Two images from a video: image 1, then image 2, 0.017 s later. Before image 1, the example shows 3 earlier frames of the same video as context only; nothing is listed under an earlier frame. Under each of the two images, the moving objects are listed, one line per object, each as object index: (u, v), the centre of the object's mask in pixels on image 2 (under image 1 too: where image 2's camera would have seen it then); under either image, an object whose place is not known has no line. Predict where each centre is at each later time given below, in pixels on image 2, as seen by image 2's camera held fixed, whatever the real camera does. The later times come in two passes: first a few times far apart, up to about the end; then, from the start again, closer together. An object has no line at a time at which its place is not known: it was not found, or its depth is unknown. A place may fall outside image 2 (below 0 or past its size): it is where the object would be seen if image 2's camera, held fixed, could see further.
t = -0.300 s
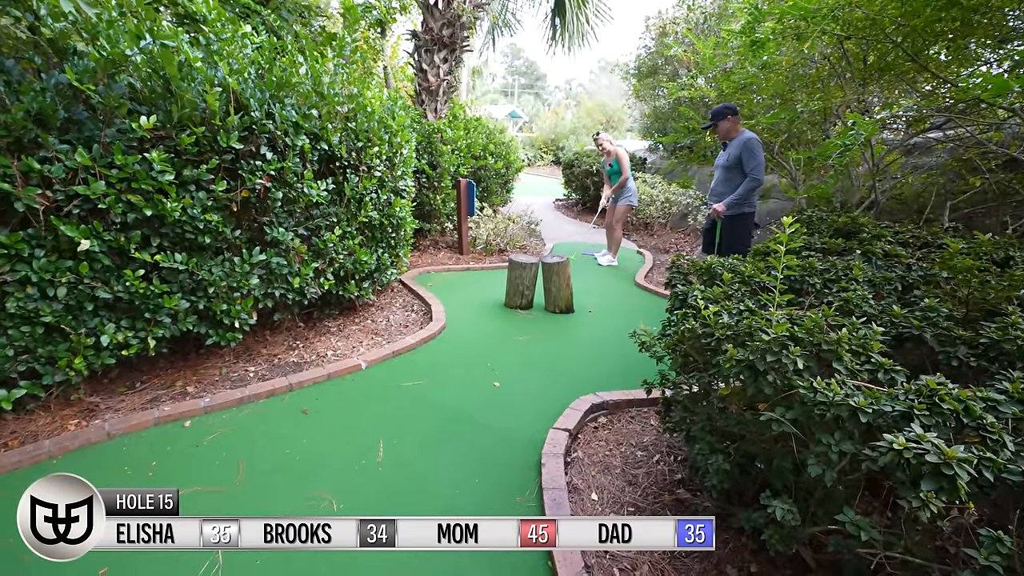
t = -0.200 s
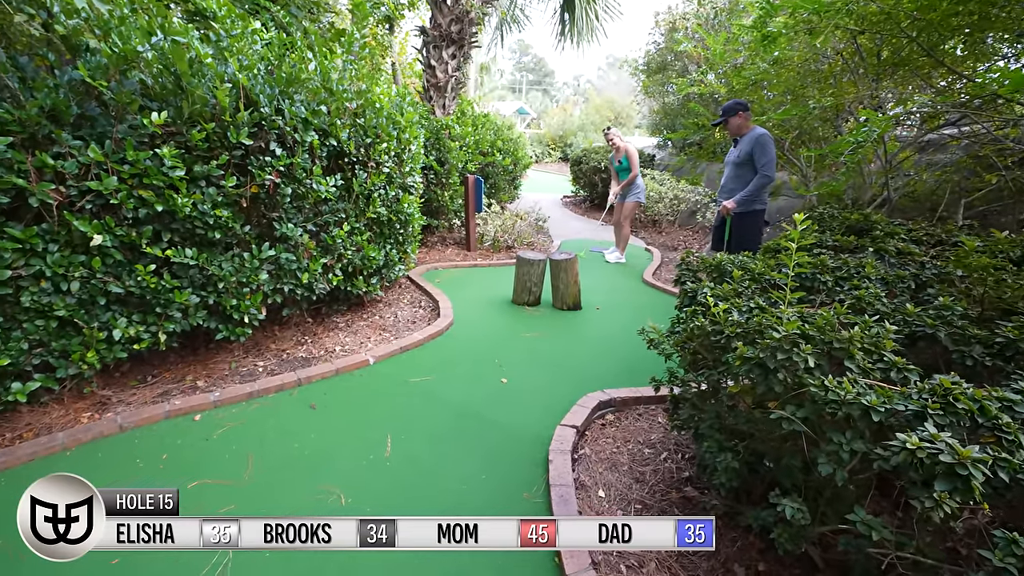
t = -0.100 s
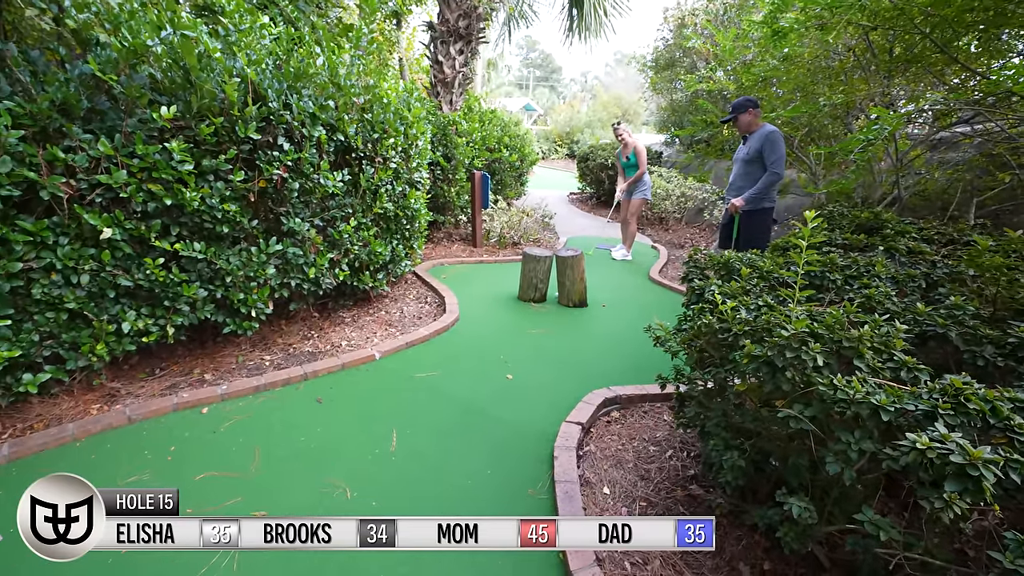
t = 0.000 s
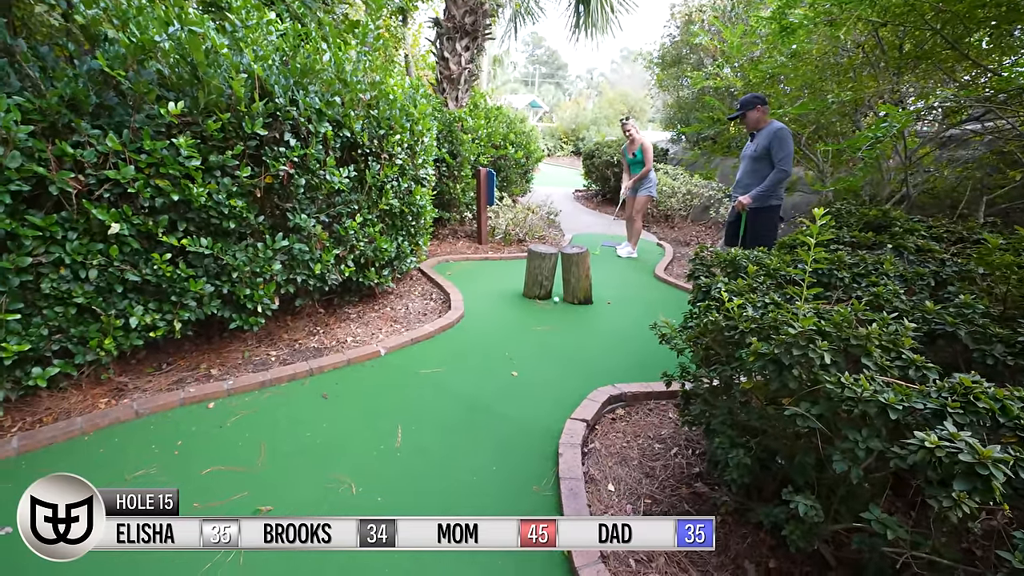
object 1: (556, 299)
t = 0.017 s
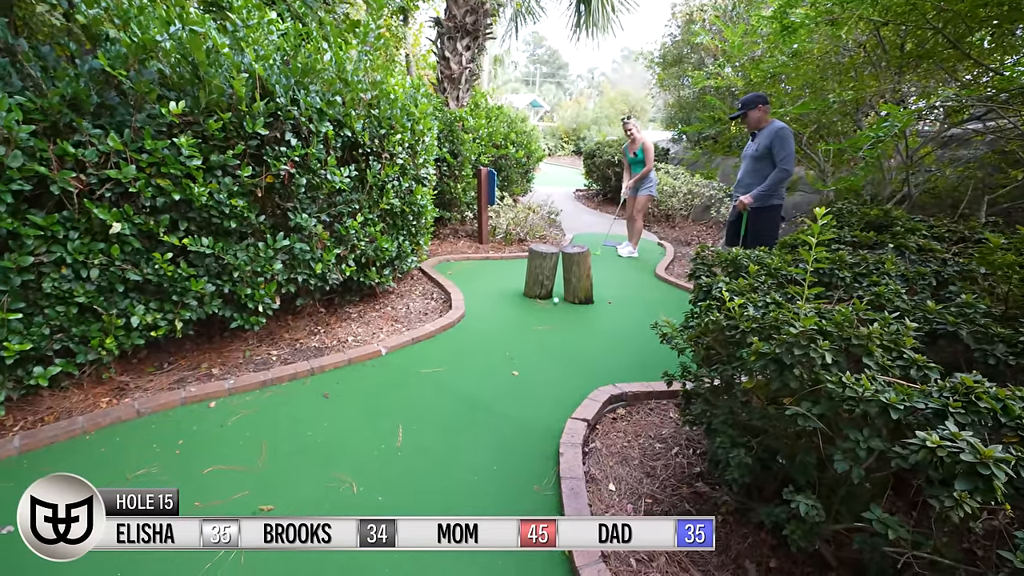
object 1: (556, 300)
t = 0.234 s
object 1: (537, 326)
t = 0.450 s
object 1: (516, 358)
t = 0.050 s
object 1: (553, 304)
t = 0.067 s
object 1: (551, 307)
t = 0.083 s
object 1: (550, 309)
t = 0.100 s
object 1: (549, 310)
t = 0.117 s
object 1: (548, 312)
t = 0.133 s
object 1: (546, 314)
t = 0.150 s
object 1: (545, 316)
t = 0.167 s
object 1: (543, 318)
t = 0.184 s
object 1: (542, 320)
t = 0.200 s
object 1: (540, 322)
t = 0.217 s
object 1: (539, 324)
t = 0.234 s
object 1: (537, 326)
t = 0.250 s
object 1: (536, 328)
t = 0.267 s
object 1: (535, 330)
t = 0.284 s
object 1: (533, 332)
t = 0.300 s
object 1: (532, 335)
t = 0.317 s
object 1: (530, 337)
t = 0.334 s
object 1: (528, 340)
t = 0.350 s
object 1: (527, 342)
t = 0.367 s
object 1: (525, 345)
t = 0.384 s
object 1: (523, 347)
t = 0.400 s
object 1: (522, 350)
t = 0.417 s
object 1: (520, 352)
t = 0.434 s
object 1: (518, 355)
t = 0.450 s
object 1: (516, 358)
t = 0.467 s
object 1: (515, 361)
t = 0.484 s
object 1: (513, 364)
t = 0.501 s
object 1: (511, 367)
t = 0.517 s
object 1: (510, 370)
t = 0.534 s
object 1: (508, 373)
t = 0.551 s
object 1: (506, 376)
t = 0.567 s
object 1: (504, 379)
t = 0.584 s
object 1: (502, 382)
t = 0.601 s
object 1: (500, 386)
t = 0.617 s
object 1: (498, 389)
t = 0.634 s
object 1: (495, 392)
